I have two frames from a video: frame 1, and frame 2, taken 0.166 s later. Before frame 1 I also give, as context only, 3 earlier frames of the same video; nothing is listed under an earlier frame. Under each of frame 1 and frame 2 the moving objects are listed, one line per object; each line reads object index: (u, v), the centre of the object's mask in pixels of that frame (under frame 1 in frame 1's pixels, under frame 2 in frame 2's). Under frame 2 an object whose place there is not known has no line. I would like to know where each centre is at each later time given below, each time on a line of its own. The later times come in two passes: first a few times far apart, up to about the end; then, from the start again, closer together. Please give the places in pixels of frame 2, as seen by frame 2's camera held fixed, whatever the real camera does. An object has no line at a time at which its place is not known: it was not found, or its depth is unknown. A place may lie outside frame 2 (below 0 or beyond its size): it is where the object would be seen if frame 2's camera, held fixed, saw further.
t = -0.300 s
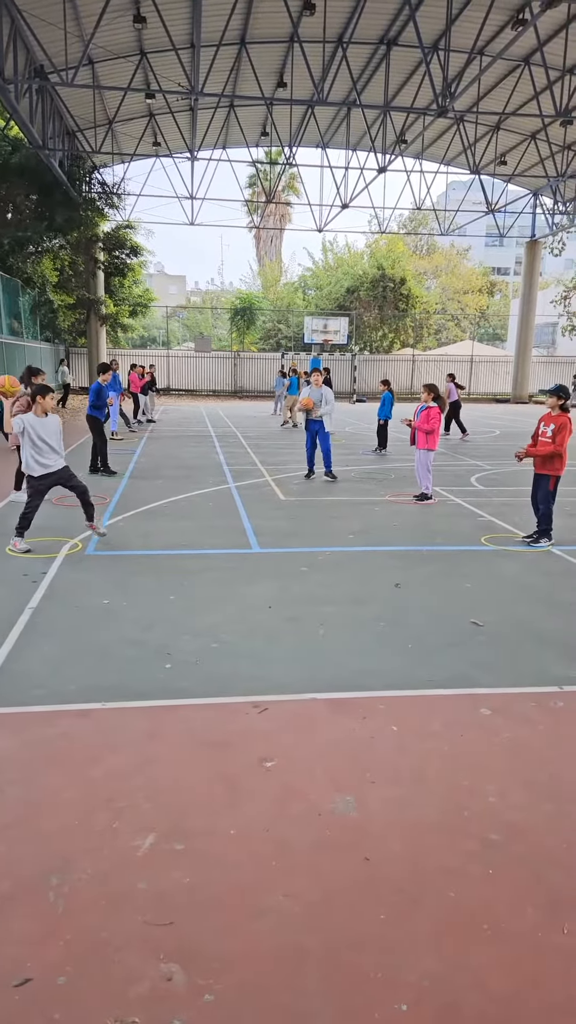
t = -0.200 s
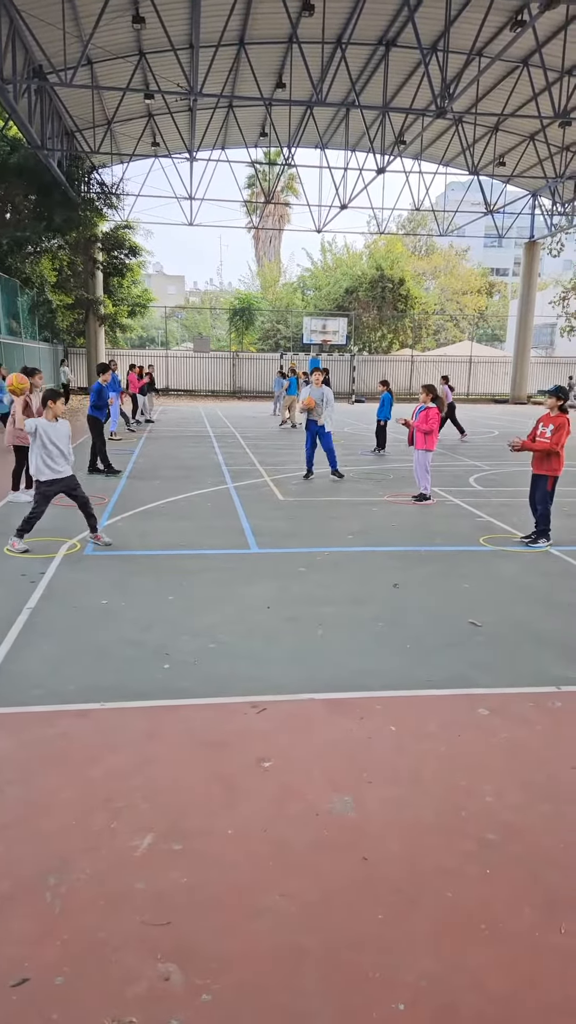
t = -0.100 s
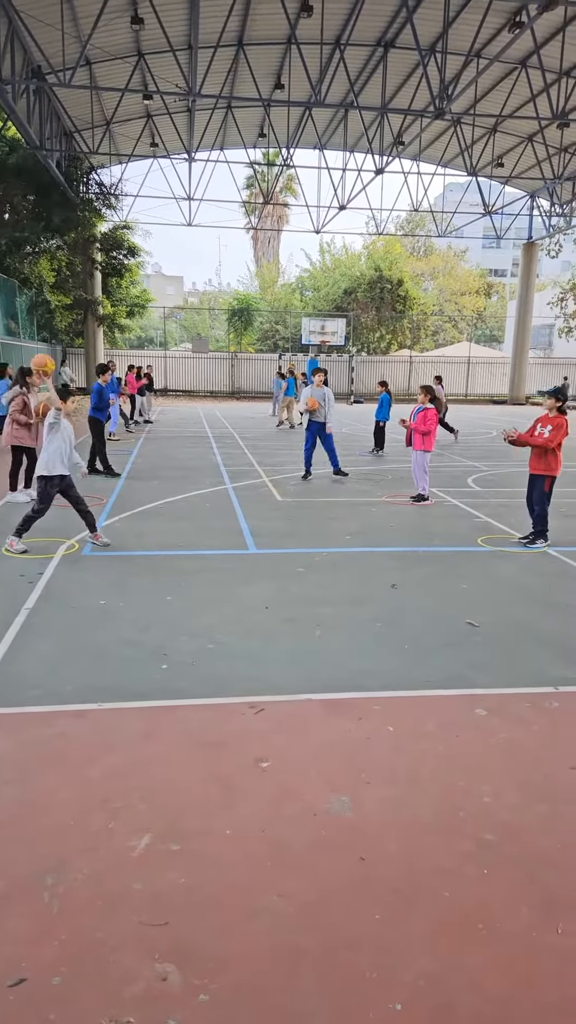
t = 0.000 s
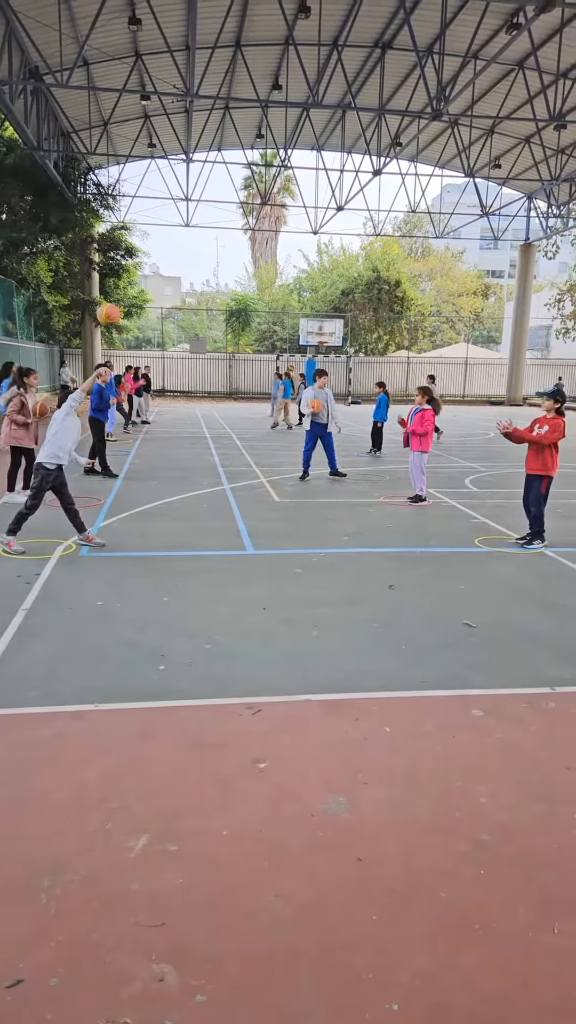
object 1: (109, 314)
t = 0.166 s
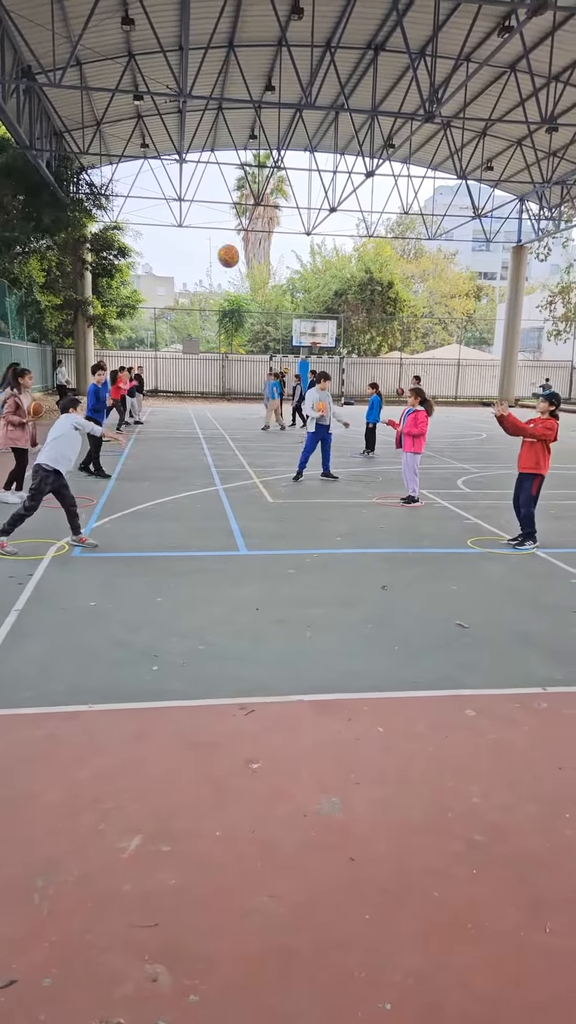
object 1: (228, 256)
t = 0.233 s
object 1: (278, 243)
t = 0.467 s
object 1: (440, 241)
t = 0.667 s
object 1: (563, 291)
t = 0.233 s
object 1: (278, 243)
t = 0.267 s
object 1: (302, 238)
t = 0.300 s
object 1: (326, 235)
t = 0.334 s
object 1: (349, 233)
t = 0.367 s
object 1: (373, 234)
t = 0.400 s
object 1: (396, 234)
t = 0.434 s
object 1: (417, 237)
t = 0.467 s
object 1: (440, 241)
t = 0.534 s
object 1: (483, 253)
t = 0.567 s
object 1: (503, 261)
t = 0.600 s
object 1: (524, 270)
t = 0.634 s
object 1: (543, 280)
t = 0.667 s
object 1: (563, 291)
